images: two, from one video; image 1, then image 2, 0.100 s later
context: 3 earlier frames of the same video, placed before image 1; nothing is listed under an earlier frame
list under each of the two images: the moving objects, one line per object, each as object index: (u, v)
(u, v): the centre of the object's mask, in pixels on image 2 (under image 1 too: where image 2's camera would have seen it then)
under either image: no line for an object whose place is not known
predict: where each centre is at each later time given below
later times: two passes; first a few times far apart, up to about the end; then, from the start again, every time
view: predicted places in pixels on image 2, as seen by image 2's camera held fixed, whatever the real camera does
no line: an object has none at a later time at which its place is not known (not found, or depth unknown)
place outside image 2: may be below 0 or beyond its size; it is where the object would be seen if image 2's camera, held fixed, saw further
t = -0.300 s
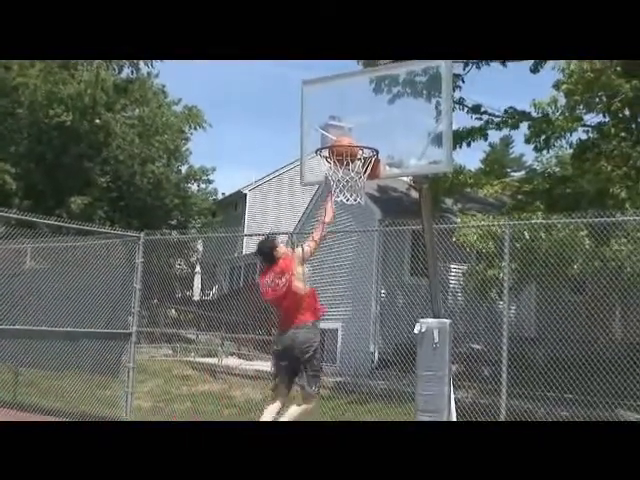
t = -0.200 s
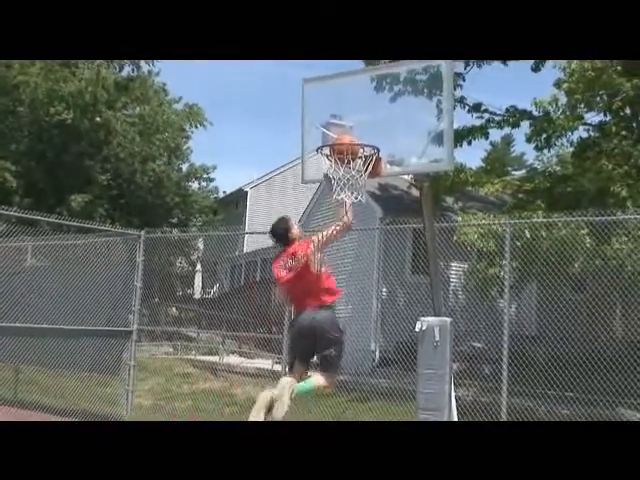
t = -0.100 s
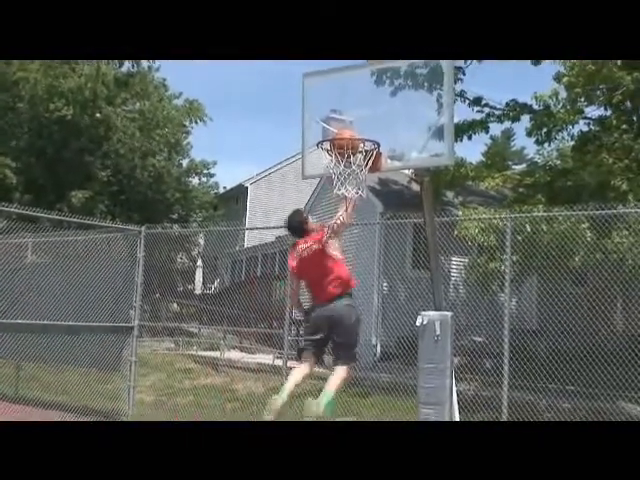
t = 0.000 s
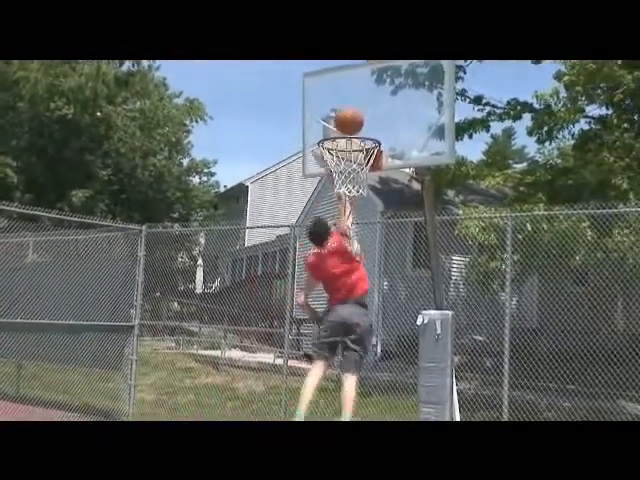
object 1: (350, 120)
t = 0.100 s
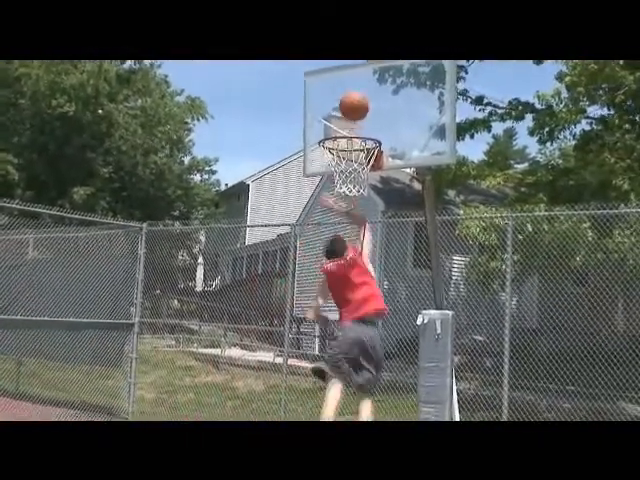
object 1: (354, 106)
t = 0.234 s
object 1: (358, 106)
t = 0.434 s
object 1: (363, 125)
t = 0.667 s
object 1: (366, 116)
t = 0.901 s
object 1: (373, 159)
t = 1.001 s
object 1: (377, 203)
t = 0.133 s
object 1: (355, 104)
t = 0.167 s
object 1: (356, 103)
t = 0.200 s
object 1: (357, 104)
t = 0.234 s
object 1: (358, 106)
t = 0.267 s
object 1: (359, 109)
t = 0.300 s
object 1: (360, 114)
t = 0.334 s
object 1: (360, 120)
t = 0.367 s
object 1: (361, 126)
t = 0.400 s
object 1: (362, 131)
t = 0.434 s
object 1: (363, 125)
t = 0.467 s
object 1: (364, 121)
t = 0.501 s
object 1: (364, 118)
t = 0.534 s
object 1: (365, 114)
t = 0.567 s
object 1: (365, 113)
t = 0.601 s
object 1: (365, 113)
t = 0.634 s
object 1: (366, 114)
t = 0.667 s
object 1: (366, 116)
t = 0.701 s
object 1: (366, 120)
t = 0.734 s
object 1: (368, 123)
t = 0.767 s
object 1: (369, 125)
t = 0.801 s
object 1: (370, 132)
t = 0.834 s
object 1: (371, 139)
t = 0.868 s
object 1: (373, 151)
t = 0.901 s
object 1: (373, 159)
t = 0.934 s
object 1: (375, 172)
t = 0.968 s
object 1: (375, 187)
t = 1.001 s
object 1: (377, 203)
